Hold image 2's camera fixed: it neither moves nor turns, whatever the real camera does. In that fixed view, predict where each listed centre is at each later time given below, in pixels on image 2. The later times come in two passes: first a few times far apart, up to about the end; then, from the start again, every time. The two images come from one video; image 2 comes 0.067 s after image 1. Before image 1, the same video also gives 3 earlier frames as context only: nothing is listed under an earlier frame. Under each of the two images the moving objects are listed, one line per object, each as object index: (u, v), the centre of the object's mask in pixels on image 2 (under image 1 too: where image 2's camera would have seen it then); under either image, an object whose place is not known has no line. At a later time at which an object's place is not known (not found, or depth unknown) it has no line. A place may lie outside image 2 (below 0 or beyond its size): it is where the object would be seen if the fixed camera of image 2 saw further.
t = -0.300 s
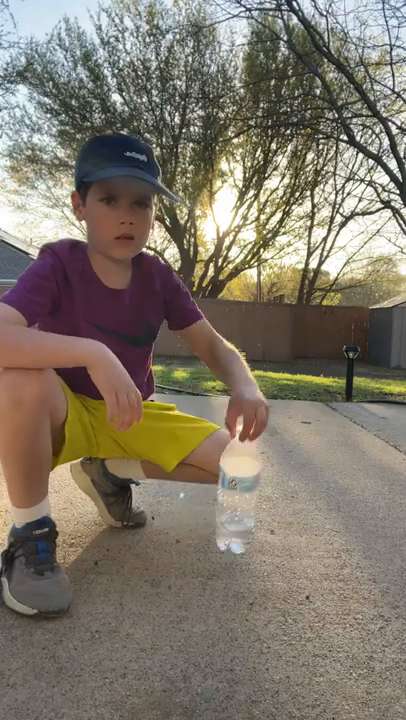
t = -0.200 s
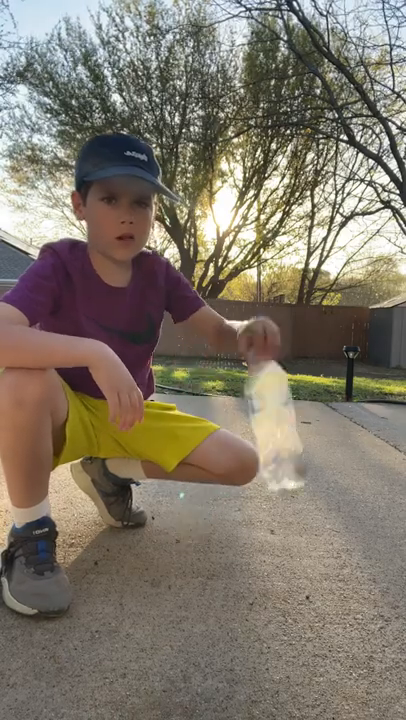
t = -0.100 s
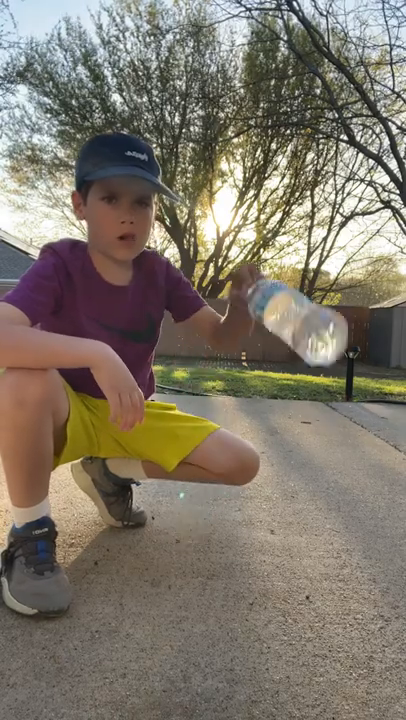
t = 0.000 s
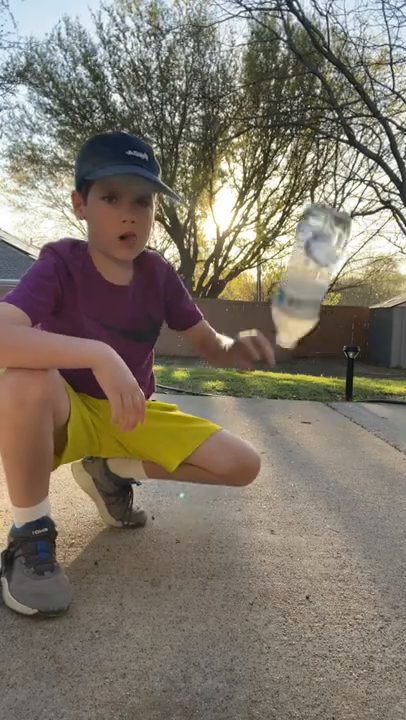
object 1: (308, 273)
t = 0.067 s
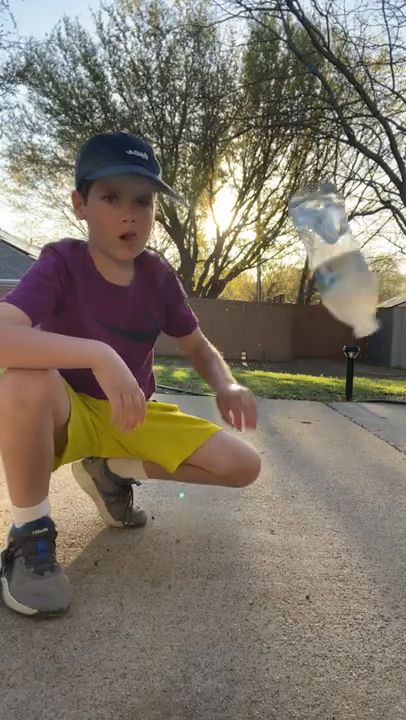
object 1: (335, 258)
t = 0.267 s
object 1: (315, 323)
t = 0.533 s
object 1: (272, 602)
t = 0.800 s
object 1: (243, 615)
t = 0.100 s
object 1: (346, 243)
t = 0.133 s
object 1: (348, 233)
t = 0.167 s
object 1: (345, 234)
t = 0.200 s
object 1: (337, 249)
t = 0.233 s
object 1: (325, 281)
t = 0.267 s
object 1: (315, 323)
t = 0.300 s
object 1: (306, 371)
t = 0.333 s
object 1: (298, 427)
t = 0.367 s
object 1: (293, 492)
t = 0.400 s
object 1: (287, 563)
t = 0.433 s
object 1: (282, 609)
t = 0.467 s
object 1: (278, 607)
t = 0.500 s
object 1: (275, 604)
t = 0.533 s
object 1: (272, 602)
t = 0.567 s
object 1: (267, 601)
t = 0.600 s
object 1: (261, 600)
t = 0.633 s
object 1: (254, 601)
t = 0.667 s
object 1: (247, 606)
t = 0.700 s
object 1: (243, 616)
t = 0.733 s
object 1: (243, 615)
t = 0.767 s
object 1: (244, 615)
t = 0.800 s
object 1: (243, 615)
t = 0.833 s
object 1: (243, 615)
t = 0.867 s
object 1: (244, 615)
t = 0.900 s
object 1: (244, 614)
